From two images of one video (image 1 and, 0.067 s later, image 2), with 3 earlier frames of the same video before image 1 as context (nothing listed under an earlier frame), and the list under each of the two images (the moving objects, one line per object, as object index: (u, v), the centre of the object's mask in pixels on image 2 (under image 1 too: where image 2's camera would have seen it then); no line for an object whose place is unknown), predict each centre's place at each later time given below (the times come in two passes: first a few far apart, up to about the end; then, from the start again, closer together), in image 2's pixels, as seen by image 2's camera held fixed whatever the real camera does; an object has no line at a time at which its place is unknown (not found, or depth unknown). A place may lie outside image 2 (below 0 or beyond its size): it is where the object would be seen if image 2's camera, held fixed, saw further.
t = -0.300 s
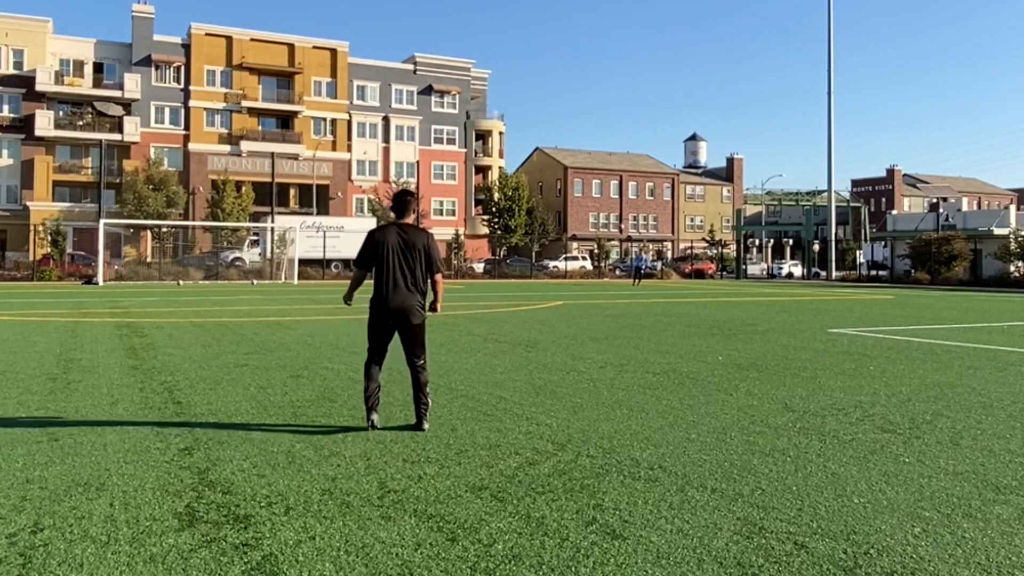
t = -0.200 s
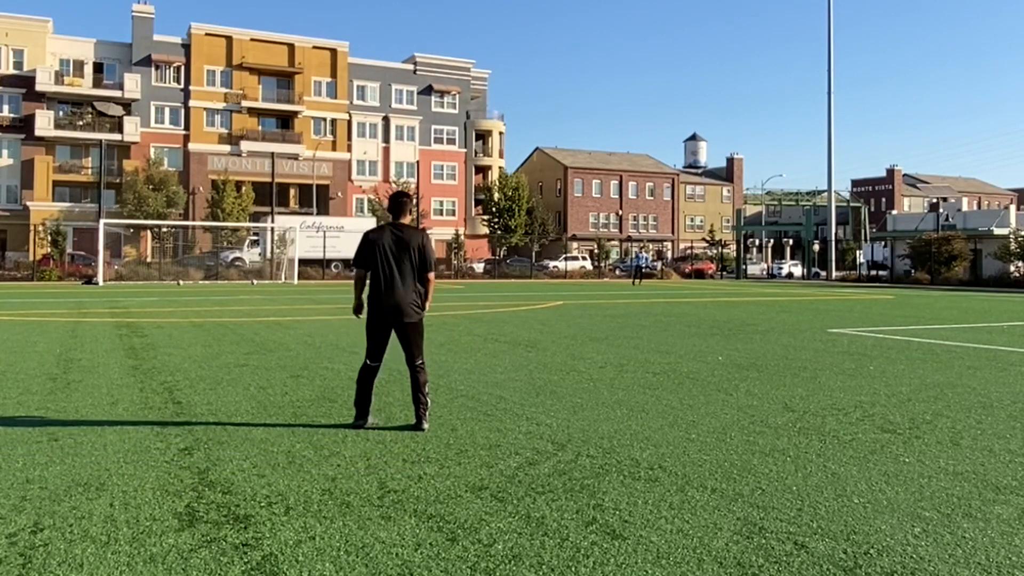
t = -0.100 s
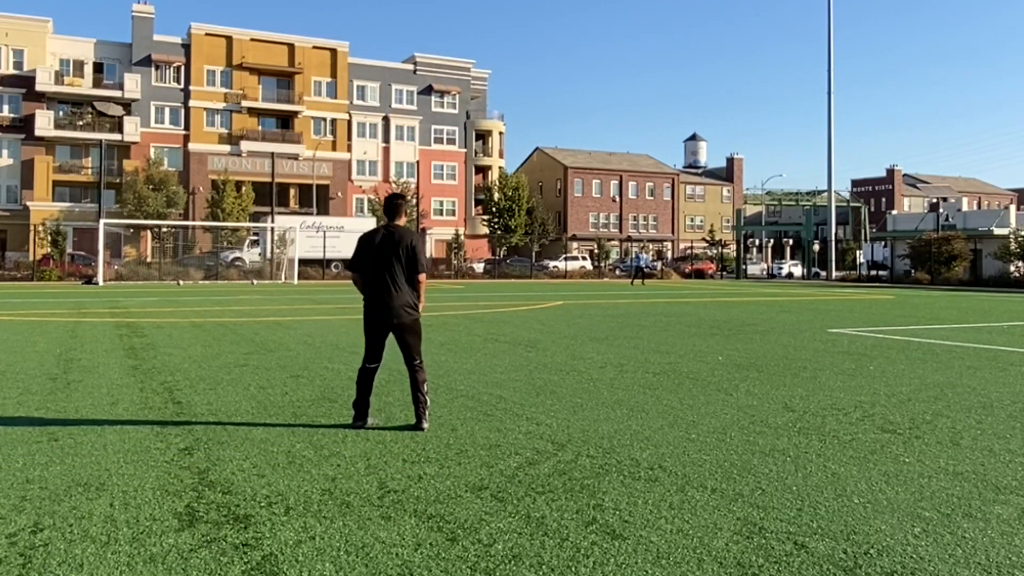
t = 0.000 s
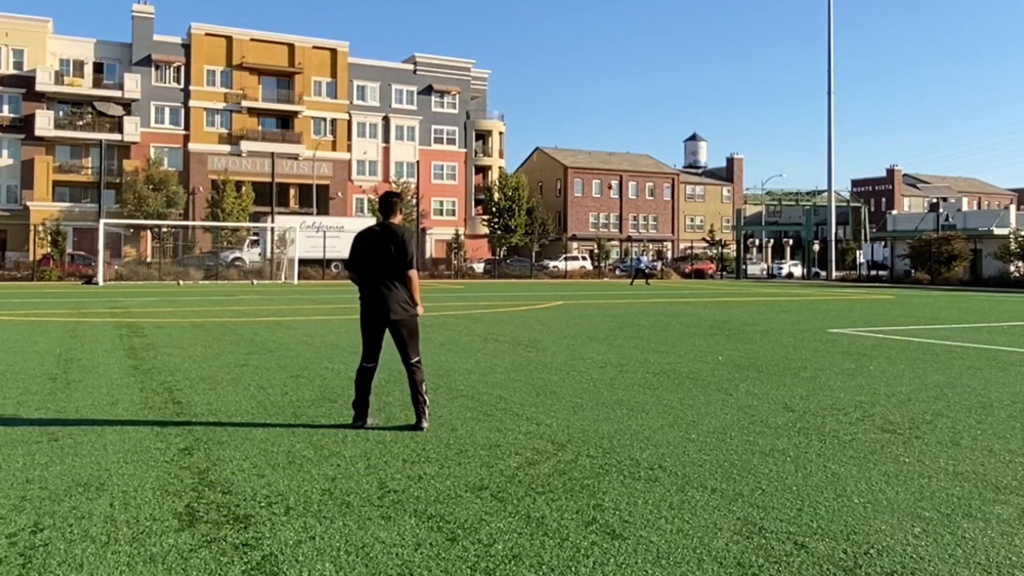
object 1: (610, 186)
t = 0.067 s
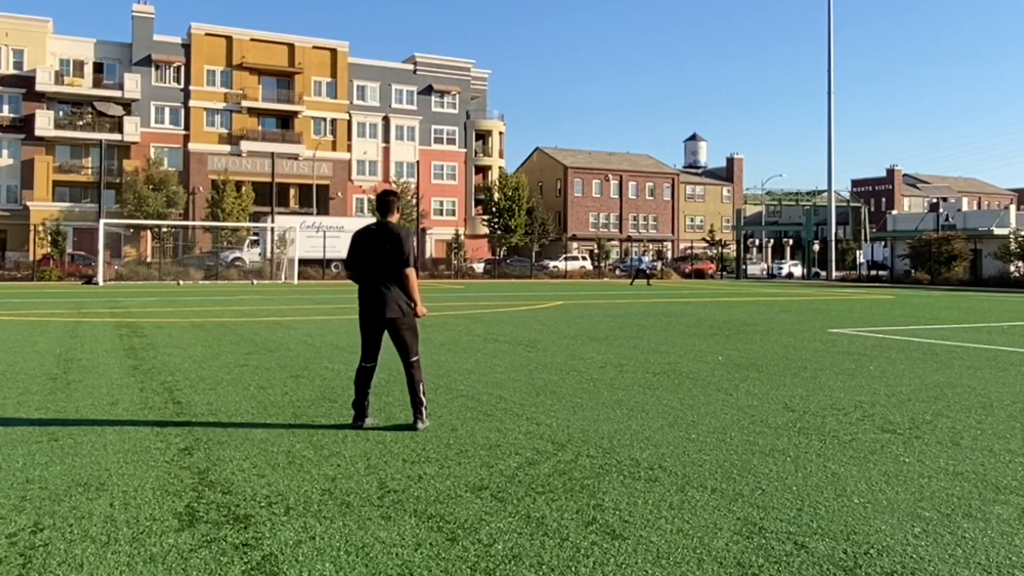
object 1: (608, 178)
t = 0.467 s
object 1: (580, 137)
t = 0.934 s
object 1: (504, 143)
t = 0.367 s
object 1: (590, 146)
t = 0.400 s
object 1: (586, 143)
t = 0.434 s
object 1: (584, 140)
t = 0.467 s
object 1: (580, 137)
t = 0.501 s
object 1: (577, 135)
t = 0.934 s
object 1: (504, 143)
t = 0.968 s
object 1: (494, 150)
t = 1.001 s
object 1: (483, 156)
